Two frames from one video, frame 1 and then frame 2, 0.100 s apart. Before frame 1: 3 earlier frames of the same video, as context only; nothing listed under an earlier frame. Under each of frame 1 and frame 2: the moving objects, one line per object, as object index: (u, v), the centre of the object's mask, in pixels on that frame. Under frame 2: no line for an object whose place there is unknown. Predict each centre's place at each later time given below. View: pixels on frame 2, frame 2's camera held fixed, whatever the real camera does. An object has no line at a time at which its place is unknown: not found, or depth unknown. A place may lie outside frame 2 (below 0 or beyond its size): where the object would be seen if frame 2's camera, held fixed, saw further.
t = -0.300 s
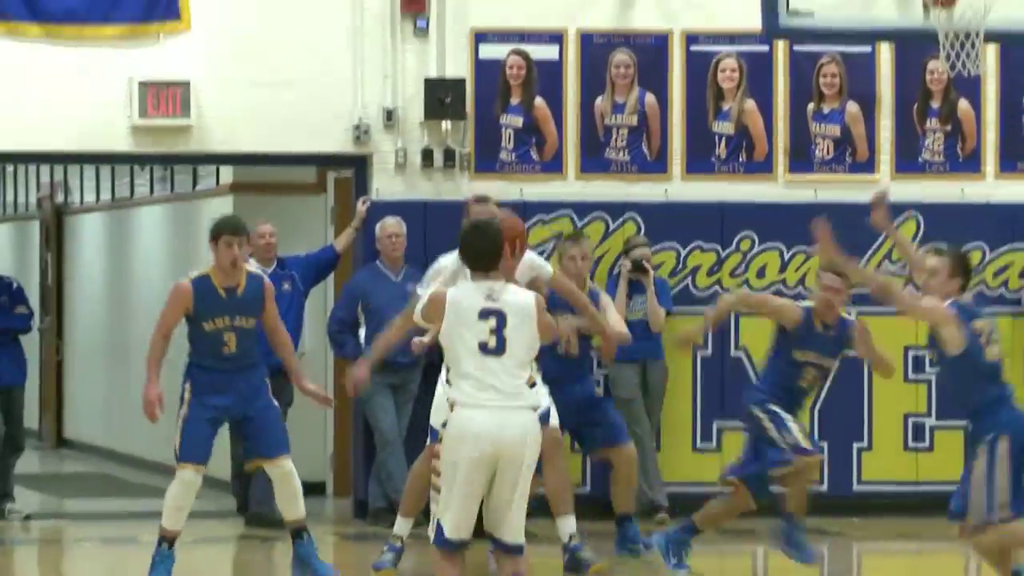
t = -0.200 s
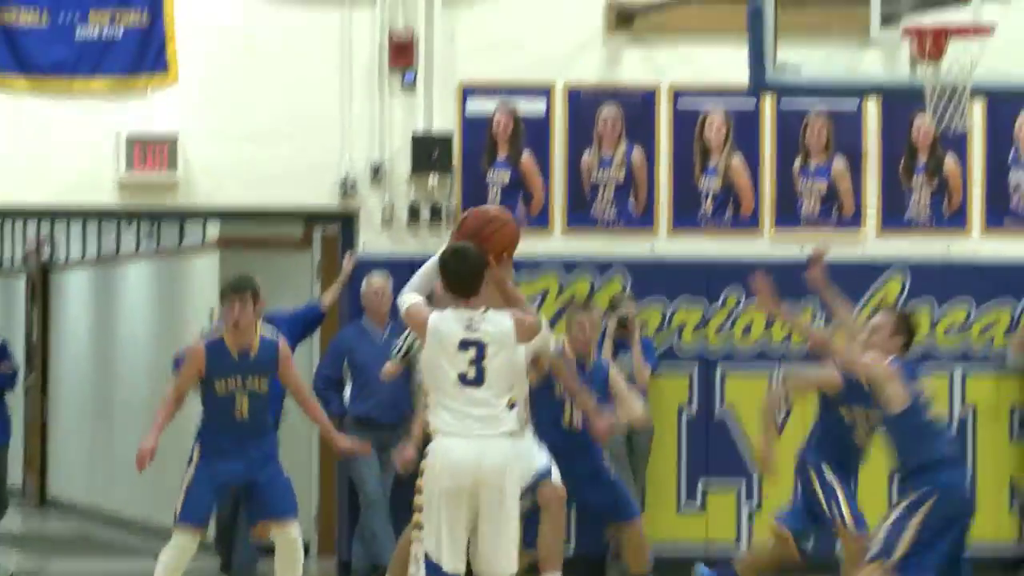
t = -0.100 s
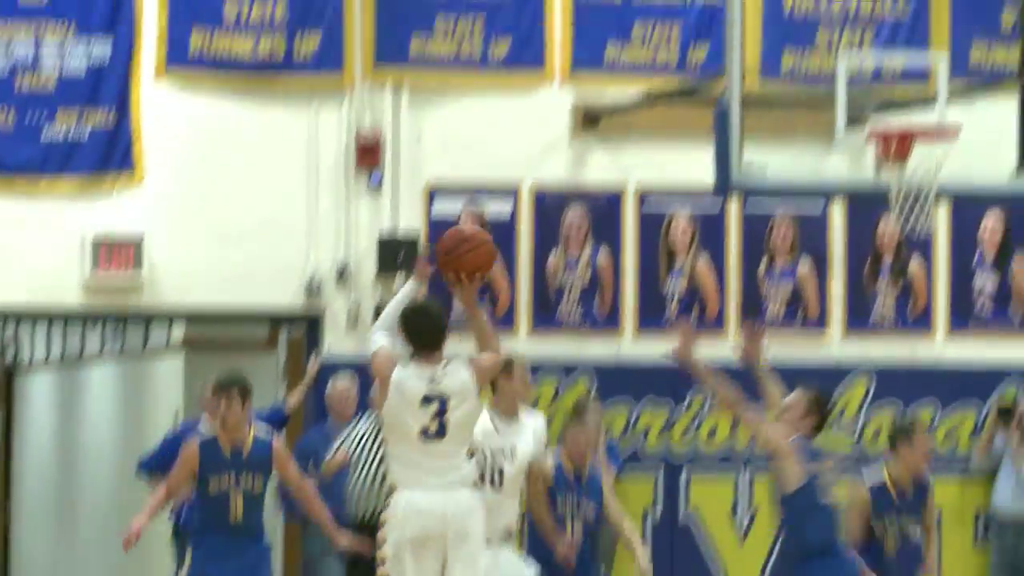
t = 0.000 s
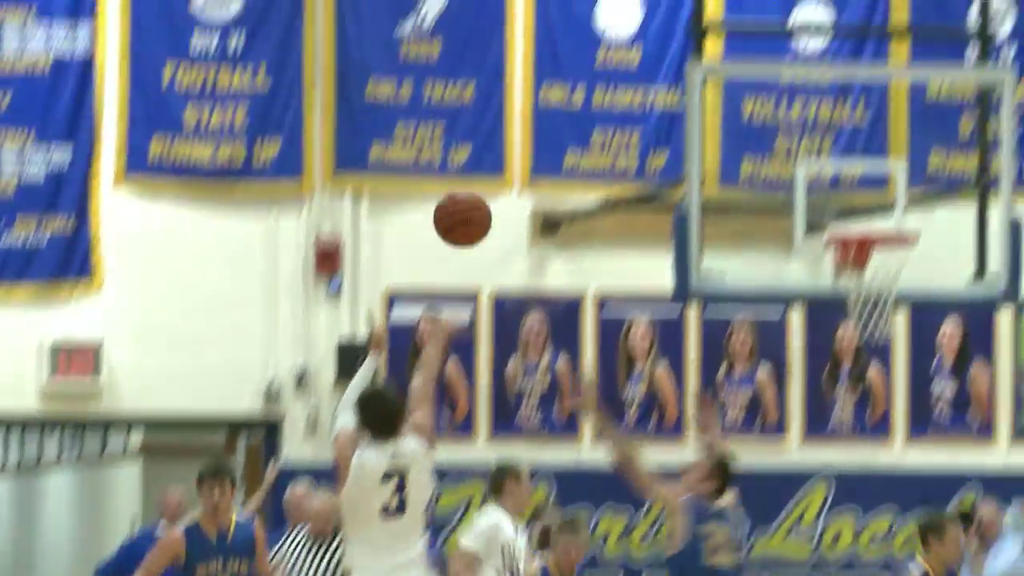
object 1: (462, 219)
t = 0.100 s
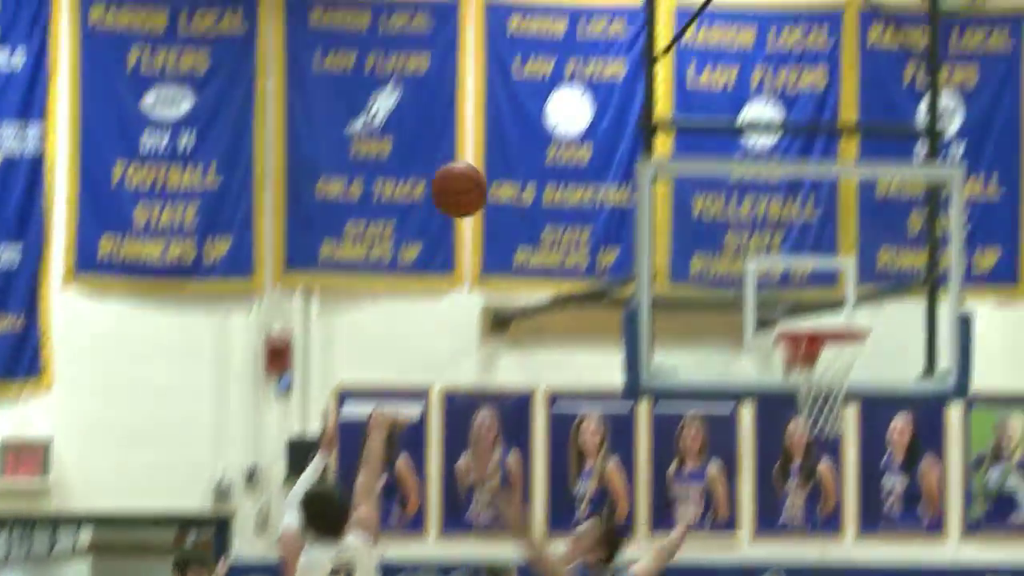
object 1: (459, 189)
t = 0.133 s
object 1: (474, 154)
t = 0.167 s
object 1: (488, 124)
